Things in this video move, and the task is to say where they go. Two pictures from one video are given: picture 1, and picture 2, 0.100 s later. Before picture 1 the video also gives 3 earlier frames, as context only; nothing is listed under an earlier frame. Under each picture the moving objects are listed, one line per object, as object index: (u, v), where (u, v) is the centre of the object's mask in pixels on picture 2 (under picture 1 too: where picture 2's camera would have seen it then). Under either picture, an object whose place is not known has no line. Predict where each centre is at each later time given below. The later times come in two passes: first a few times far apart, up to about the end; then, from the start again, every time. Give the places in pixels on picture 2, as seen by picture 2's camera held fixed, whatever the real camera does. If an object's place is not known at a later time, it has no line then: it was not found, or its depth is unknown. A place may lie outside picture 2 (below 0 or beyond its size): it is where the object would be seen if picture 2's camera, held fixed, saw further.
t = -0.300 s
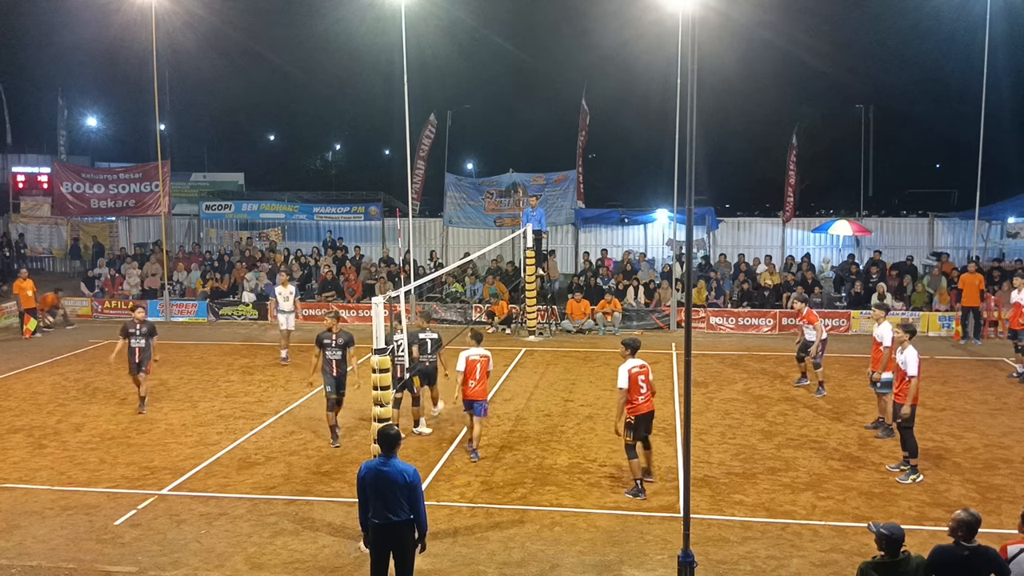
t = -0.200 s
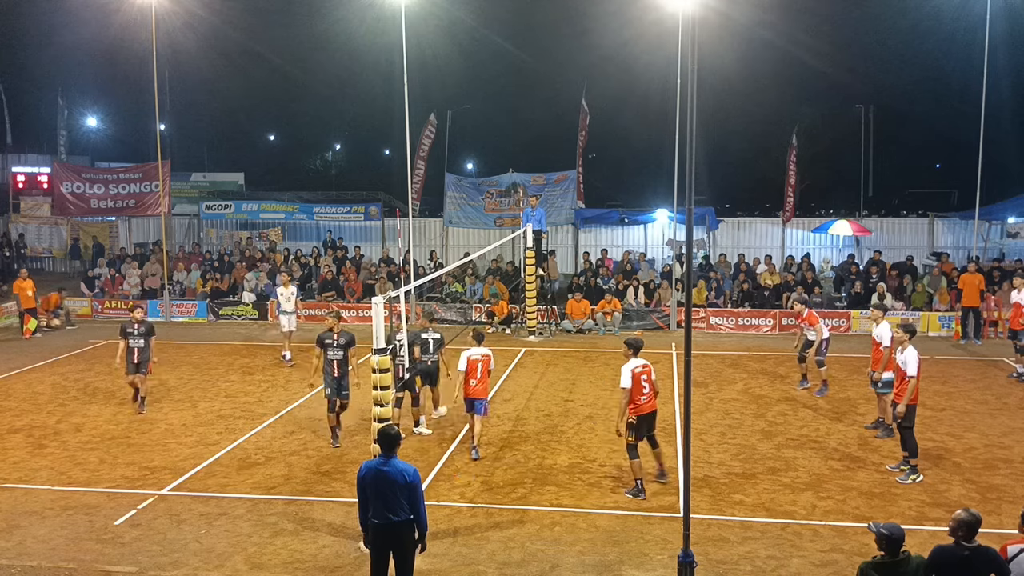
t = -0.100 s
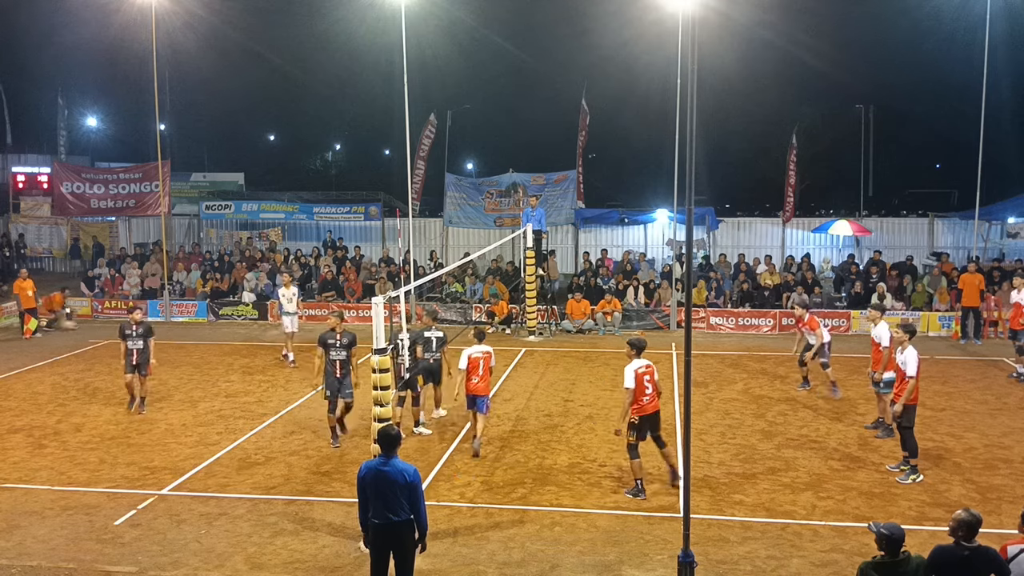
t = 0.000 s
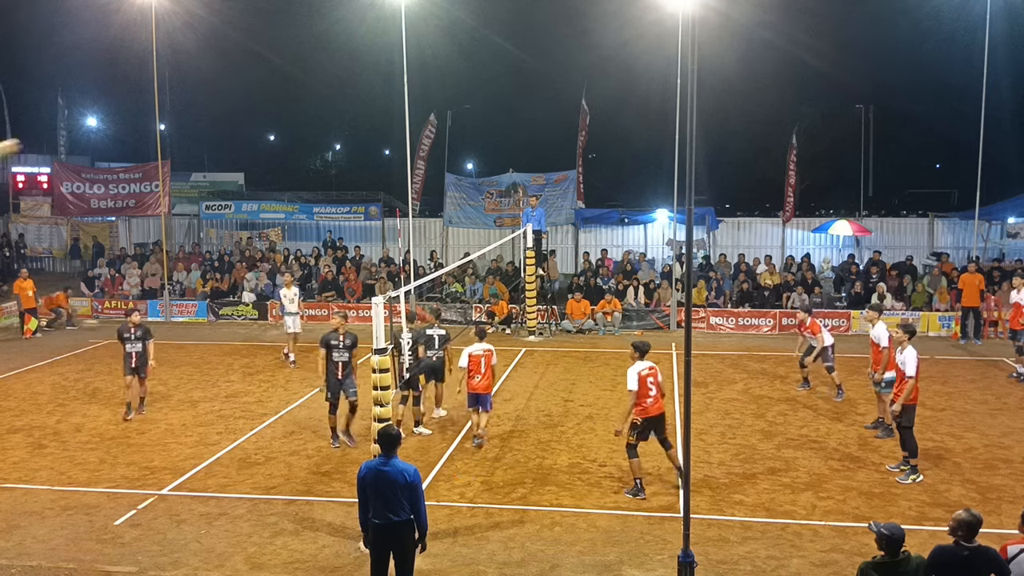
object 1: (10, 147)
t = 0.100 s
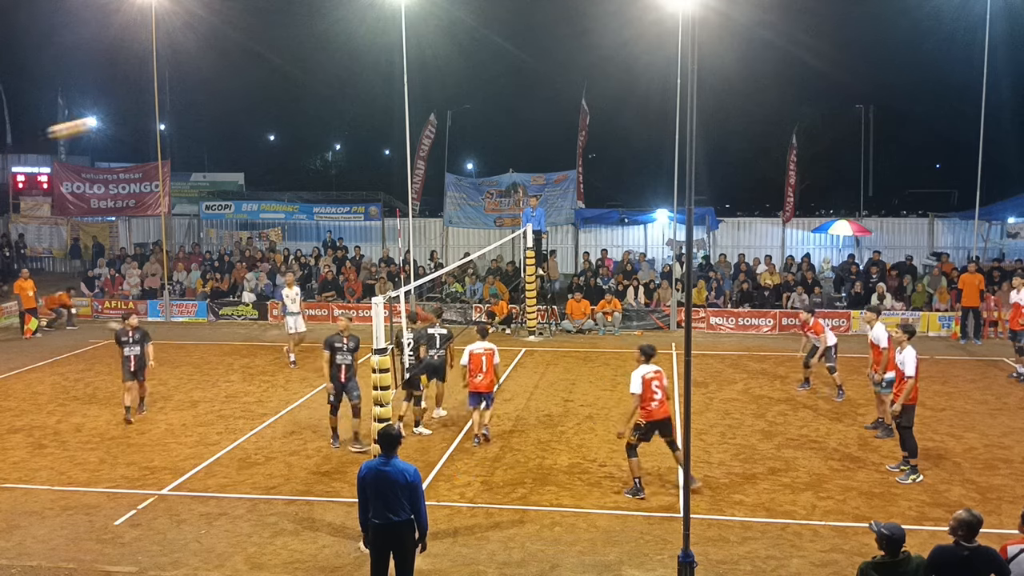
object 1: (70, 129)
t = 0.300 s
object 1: (230, 106)
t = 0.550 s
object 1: (417, 123)
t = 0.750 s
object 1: (561, 173)
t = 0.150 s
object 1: (117, 119)
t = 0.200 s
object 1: (153, 113)
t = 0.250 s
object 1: (192, 108)
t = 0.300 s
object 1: (230, 106)
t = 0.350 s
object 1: (269, 105)
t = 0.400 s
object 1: (306, 106)
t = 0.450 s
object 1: (344, 110)
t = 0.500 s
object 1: (380, 116)
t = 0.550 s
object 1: (417, 123)
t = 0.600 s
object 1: (454, 134)
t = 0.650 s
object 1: (490, 146)
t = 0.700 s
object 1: (526, 159)
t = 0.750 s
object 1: (561, 173)
